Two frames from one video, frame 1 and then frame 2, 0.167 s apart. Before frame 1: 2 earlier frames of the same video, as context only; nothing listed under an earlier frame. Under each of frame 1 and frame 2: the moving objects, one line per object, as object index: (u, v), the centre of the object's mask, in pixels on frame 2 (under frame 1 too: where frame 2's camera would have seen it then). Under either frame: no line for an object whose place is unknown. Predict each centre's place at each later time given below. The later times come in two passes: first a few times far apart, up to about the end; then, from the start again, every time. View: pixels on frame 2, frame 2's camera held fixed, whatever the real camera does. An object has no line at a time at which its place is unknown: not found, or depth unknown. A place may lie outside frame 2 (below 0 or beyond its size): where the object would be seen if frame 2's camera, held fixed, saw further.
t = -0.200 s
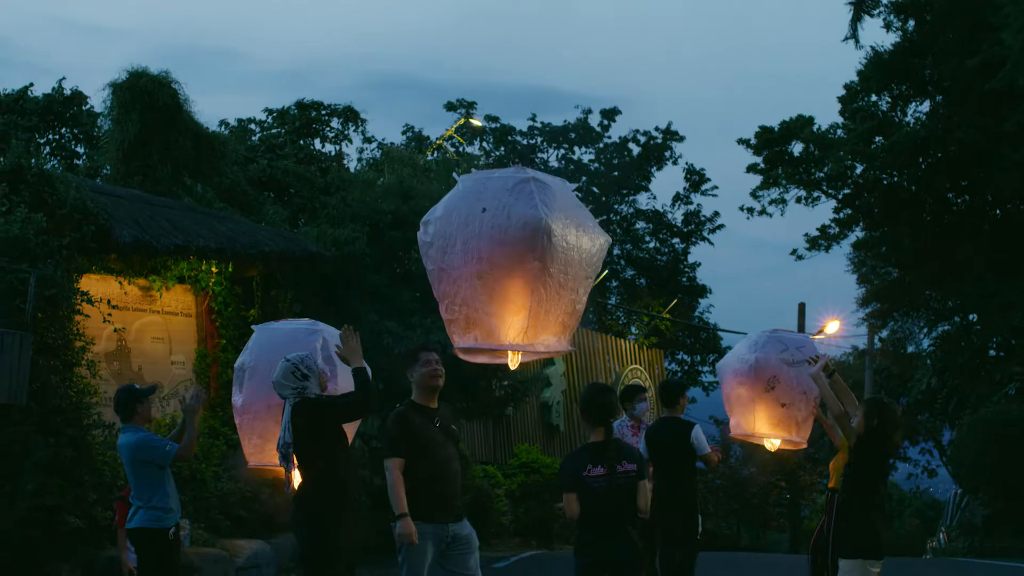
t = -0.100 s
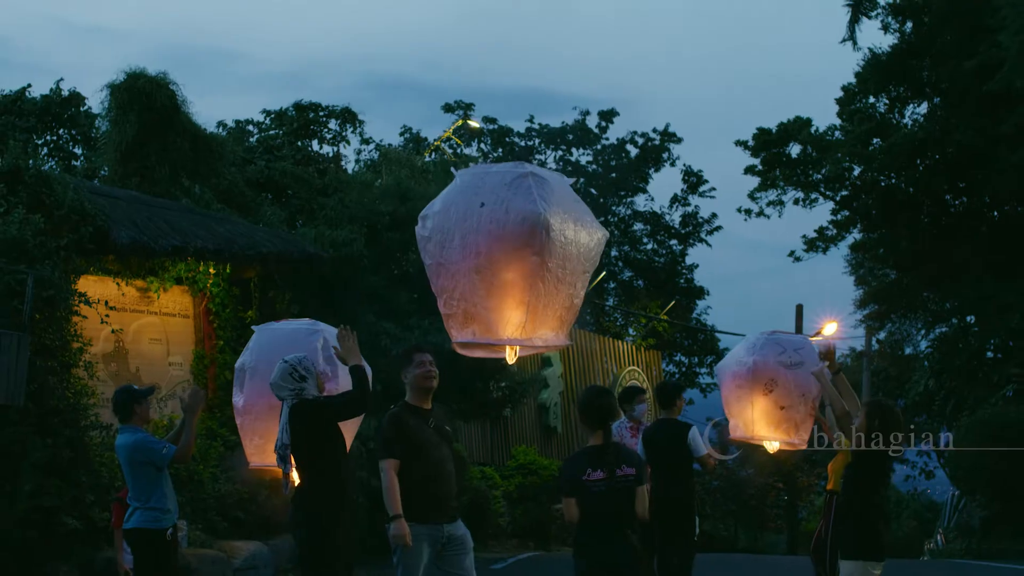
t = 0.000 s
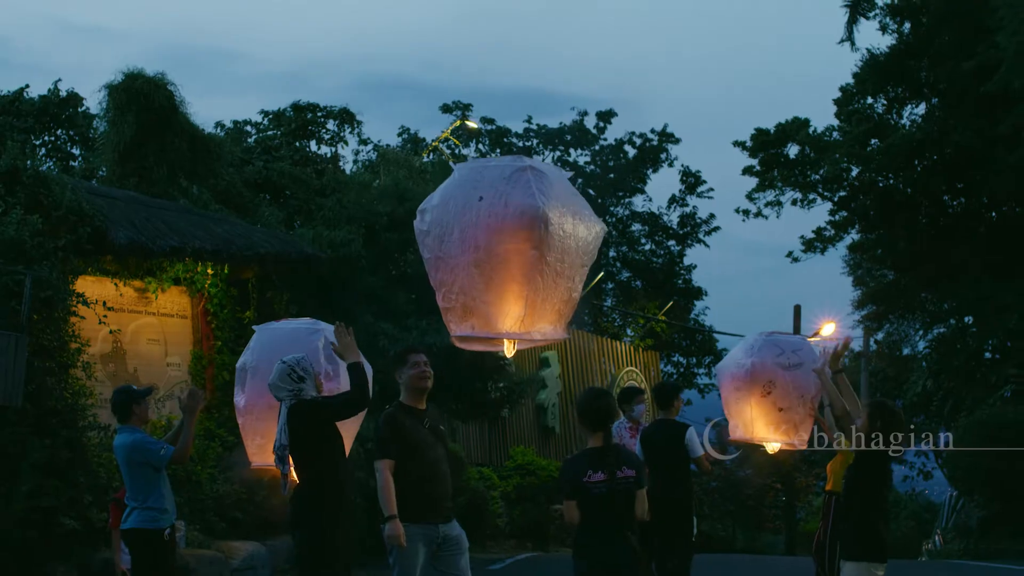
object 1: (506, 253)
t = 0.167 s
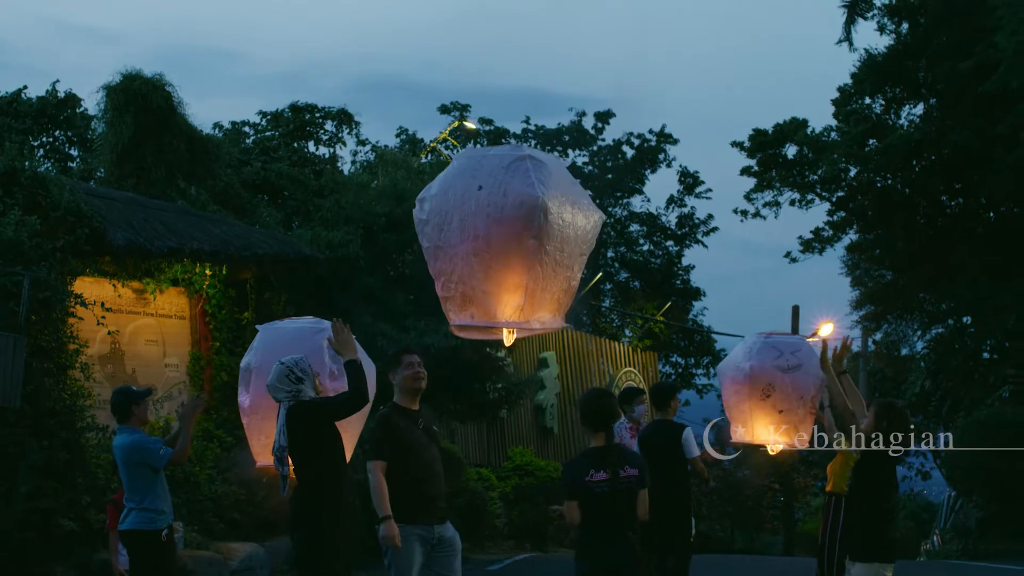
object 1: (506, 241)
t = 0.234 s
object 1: (506, 236)
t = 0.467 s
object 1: (506, 220)
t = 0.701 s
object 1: (506, 204)
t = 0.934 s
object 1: (507, 188)
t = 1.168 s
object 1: (507, 173)
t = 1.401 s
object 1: (509, 157)
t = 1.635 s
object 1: (511, 140)
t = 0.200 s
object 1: (506, 239)
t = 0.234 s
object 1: (506, 236)
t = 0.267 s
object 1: (506, 234)
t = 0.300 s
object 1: (506, 231)
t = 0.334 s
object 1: (506, 229)
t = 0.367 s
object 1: (506, 227)
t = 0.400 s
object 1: (506, 225)
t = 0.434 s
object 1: (506, 222)
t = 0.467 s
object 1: (506, 220)
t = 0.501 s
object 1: (506, 218)
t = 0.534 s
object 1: (506, 216)
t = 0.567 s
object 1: (506, 213)
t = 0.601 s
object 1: (506, 211)
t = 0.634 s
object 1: (506, 209)
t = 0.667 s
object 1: (506, 207)
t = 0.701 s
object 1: (506, 204)
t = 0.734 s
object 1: (506, 202)
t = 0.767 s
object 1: (506, 200)
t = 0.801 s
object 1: (506, 197)
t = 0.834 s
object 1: (506, 195)
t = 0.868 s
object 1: (506, 193)
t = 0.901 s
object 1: (506, 191)
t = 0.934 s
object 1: (507, 188)
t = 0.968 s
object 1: (507, 186)
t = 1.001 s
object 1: (507, 184)
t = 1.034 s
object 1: (507, 182)
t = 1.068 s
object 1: (507, 179)
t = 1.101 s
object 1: (507, 177)
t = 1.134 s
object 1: (507, 175)
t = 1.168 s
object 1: (507, 173)
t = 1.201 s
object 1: (507, 171)
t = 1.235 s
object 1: (507, 168)
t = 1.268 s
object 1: (507, 166)
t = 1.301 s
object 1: (507, 164)
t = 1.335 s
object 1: (508, 161)
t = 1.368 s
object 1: (508, 159)
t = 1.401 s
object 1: (509, 157)
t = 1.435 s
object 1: (509, 154)
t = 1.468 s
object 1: (509, 152)
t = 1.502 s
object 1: (510, 149)
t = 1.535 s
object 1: (510, 147)
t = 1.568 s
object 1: (510, 145)
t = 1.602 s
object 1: (511, 143)
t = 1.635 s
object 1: (511, 140)
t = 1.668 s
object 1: (511, 138)
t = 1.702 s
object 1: (512, 136)
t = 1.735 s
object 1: (512, 133)
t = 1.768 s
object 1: (512, 131)
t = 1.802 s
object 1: (513, 129)
